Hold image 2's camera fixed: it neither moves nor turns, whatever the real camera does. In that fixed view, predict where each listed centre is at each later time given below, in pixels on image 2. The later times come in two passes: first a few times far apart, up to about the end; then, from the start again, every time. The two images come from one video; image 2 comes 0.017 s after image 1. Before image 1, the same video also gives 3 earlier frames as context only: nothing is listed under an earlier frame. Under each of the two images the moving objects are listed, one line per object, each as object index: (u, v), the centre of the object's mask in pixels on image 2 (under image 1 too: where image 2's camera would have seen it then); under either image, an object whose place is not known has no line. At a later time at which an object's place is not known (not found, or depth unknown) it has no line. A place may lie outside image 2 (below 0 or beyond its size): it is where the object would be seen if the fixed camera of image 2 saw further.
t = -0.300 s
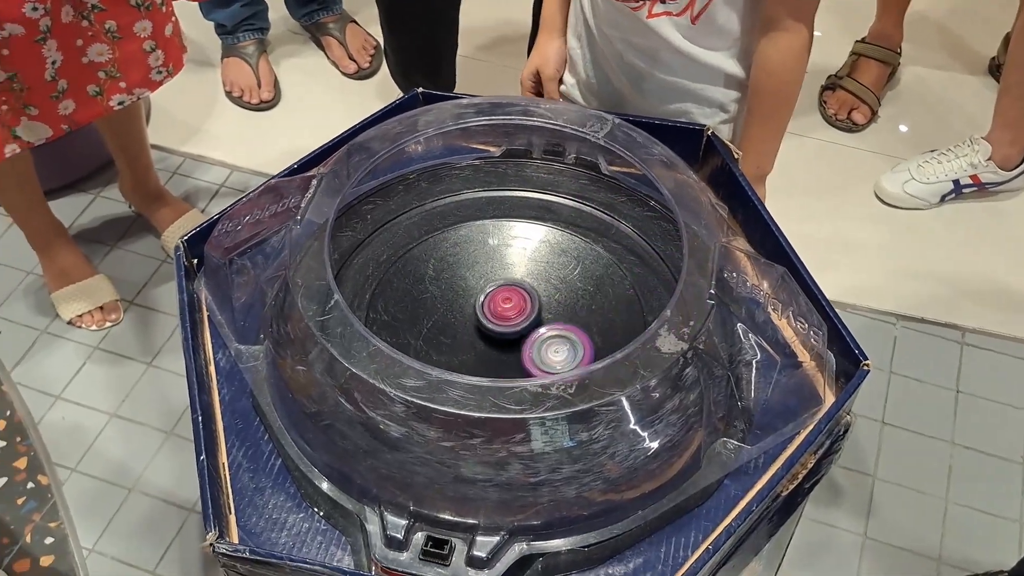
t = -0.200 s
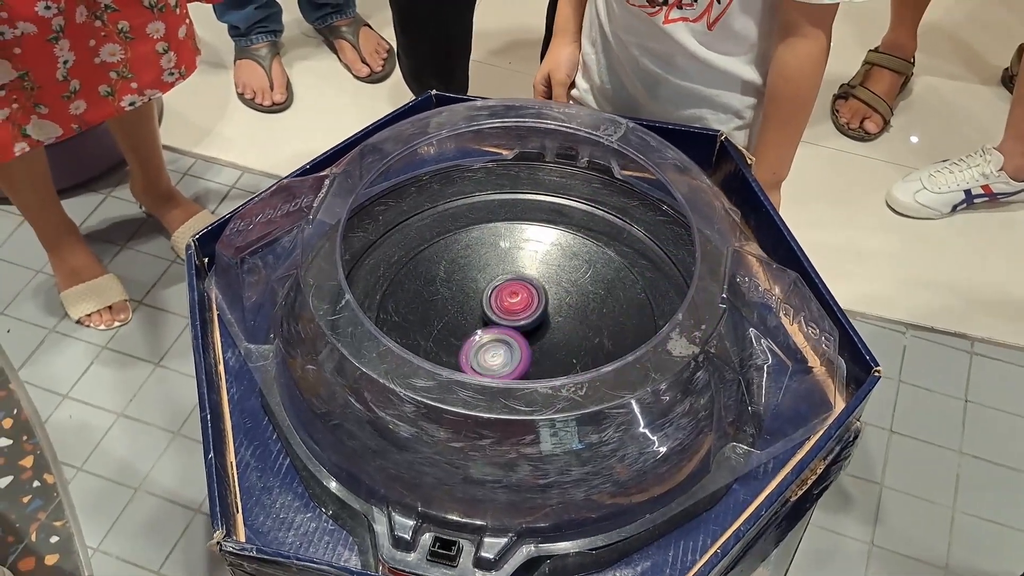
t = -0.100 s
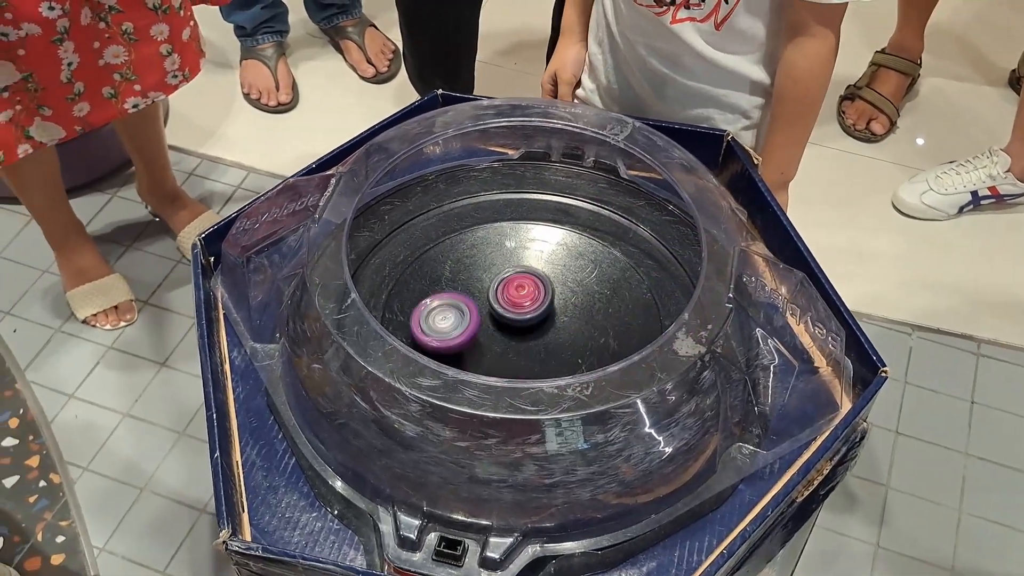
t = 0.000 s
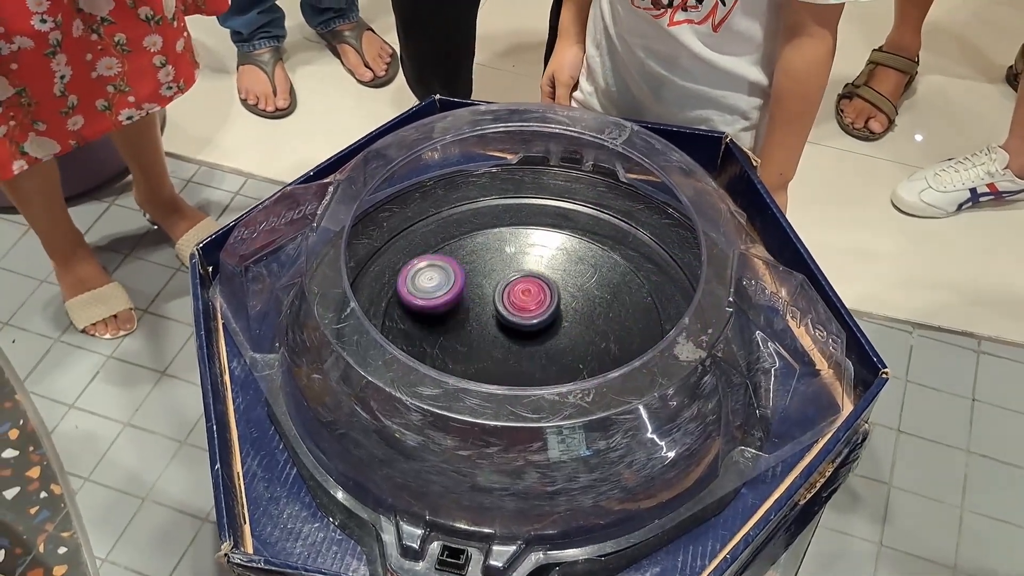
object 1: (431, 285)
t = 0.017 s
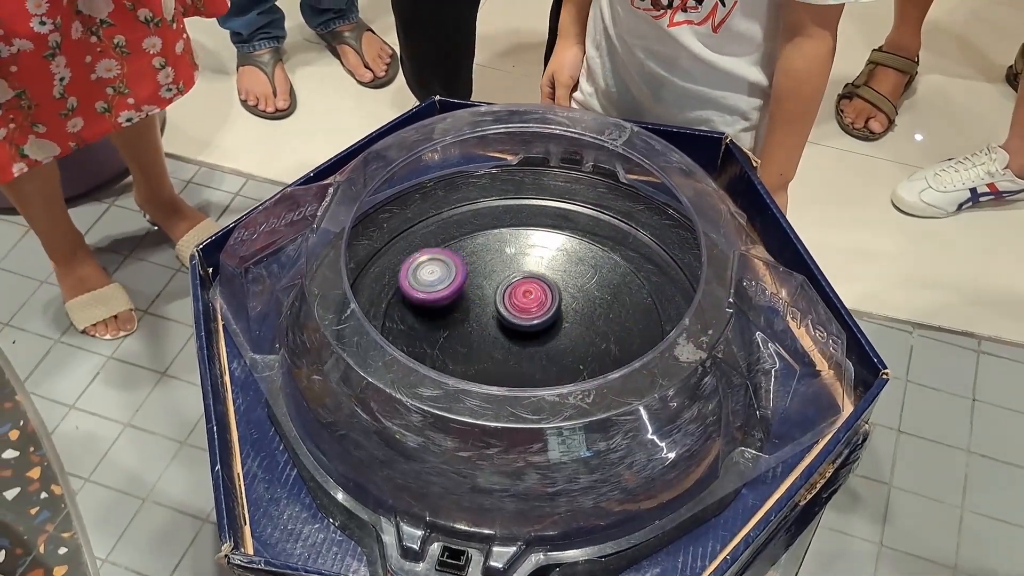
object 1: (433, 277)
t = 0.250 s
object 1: (518, 216)
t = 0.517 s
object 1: (650, 304)
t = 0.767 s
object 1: (509, 426)
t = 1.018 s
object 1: (343, 332)
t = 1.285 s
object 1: (396, 230)
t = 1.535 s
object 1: (449, 199)
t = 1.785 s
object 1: (488, 197)
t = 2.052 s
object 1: (515, 209)
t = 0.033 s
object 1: (434, 270)
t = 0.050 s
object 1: (437, 264)
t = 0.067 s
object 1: (441, 257)
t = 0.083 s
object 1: (445, 251)
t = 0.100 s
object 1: (450, 246)
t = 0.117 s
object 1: (456, 240)
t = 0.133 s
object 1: (462, 235)
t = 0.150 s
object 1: (469, 231)
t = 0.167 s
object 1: (476, 226)
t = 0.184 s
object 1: (484, 223)
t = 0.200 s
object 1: (491, 220)
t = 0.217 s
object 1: (499, 218)
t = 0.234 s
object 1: (508, 216)
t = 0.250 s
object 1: (518, 216)
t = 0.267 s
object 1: (527, 217)
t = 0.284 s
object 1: (537, 218)
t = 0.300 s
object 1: (547, 221)
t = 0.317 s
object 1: (556, 224)
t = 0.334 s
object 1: (566, 227)
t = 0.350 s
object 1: (576, 231)
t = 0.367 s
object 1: (586, 235)
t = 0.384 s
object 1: (596, 240)
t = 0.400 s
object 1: (605, 245)
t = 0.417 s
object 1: (614, 251)
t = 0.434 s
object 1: (623, 259)
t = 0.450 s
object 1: (631, 266)
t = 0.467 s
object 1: (637, 275)
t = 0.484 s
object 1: (643, 285)
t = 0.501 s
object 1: (647, 295)
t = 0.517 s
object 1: (650, 304)
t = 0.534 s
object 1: (649, 314)
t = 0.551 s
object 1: (646, 323)
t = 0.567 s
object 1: (646, 335)
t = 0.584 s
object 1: (642, 347)
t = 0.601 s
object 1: (638, 357)
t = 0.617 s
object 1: (632, 371)
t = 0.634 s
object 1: (624, 378)
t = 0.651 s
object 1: (614, 388)
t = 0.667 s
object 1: (602, 397)
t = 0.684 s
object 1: (588, 405)
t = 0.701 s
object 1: (574, 412)
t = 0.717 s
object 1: (558, 418)
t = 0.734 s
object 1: (542, 425)
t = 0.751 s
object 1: (524, 425)
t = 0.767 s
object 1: (509, 426)
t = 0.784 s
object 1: (493, 424)
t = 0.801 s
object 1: (475, 421)
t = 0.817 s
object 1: (460, 416)
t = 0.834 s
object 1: (444, 411)
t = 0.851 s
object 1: (428, 404)
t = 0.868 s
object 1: (416, 399)
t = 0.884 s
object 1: (401, 392)
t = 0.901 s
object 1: (389, 386)
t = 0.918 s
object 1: (378, 380)
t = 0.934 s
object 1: (367, 373)
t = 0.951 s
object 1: (357, 366)
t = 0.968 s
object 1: (349, 359)
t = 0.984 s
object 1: (346, 349)
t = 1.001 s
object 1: (344, 339)
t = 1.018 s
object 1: (343, 332)
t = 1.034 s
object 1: (343, 324)
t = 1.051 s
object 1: (345, 316)
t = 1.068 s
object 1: (349, 307)
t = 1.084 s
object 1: (352, 299)
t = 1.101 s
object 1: (354, 291)
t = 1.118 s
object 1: (356, 283)
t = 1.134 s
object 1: (359, 275)
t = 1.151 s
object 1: (361, 270)
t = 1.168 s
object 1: (369, 264)
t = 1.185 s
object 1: (372, 258)
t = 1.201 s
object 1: (375, 253)
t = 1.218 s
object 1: (378, 248)
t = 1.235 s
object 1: (382, 243)
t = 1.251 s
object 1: (386, 239)
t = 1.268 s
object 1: (391, 234)
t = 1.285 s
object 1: (396, 230)
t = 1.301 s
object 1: (399, 226)
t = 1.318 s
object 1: (403, 223)
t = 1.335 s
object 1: (406, 220)
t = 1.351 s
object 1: (409, 217)
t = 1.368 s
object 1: (414, 215)
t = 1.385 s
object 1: (418, 213)
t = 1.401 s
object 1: (422, 211)
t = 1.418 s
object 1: (427, 209)
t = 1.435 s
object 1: (431, 207)
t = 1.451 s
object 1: (434, 206)
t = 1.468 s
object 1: (437, 204)
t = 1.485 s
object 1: (440, 203)
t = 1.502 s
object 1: (443, 201)
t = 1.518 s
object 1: (446, 200)
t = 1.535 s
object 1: (449, 199)
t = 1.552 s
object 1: (452, 198)
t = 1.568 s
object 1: (456, 197)
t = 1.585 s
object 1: (459, 197)
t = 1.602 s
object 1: (462, 197)
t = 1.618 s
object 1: (465, 196)
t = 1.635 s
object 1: (468, 196)
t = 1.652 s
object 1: (470, 196)
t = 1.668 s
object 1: (473, 196)
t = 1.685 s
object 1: (475, 196)
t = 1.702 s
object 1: (478, 196)
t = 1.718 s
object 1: (480, 196)
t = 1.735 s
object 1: (482, 196)
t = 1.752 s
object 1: (484, 197)
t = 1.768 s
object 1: (486, 197)
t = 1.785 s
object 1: (488, 197)
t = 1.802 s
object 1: (490, 198)
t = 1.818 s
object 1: (492, 198)
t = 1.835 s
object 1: (494, 199)
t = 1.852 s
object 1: (496, 199)
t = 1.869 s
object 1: (497, 200)
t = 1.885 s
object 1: (499, 200)
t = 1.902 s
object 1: (501, 202)
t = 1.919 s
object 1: (502, 202)
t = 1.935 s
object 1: (504, 203)
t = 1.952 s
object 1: (506, 204)
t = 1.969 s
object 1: (508, 204)
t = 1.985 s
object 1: (509, 205)
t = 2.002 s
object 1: (511, 206)
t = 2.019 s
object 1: (512, 207)
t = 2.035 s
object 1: (513, 208)
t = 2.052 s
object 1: (515, 209)
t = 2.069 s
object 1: (517, 211)
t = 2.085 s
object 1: (520, 213)
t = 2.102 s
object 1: (522, 215)
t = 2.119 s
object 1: (525, 218)
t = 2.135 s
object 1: (529, 222)
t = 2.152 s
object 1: (532, 226)
